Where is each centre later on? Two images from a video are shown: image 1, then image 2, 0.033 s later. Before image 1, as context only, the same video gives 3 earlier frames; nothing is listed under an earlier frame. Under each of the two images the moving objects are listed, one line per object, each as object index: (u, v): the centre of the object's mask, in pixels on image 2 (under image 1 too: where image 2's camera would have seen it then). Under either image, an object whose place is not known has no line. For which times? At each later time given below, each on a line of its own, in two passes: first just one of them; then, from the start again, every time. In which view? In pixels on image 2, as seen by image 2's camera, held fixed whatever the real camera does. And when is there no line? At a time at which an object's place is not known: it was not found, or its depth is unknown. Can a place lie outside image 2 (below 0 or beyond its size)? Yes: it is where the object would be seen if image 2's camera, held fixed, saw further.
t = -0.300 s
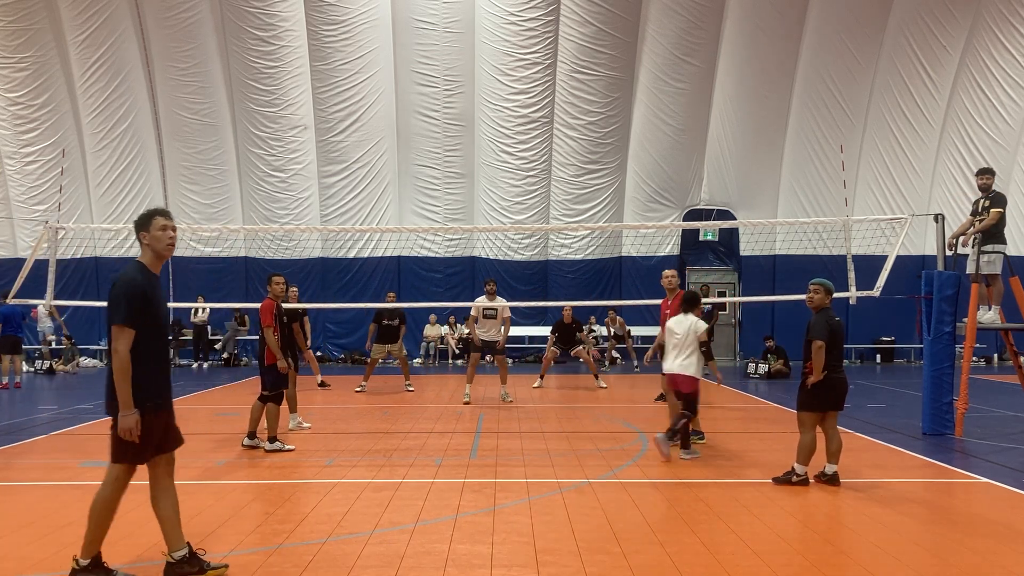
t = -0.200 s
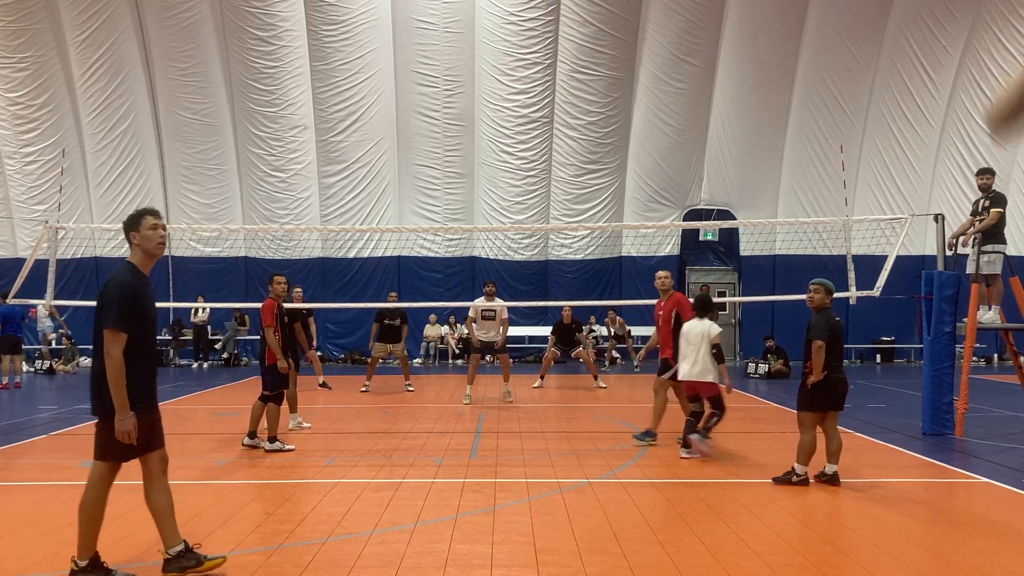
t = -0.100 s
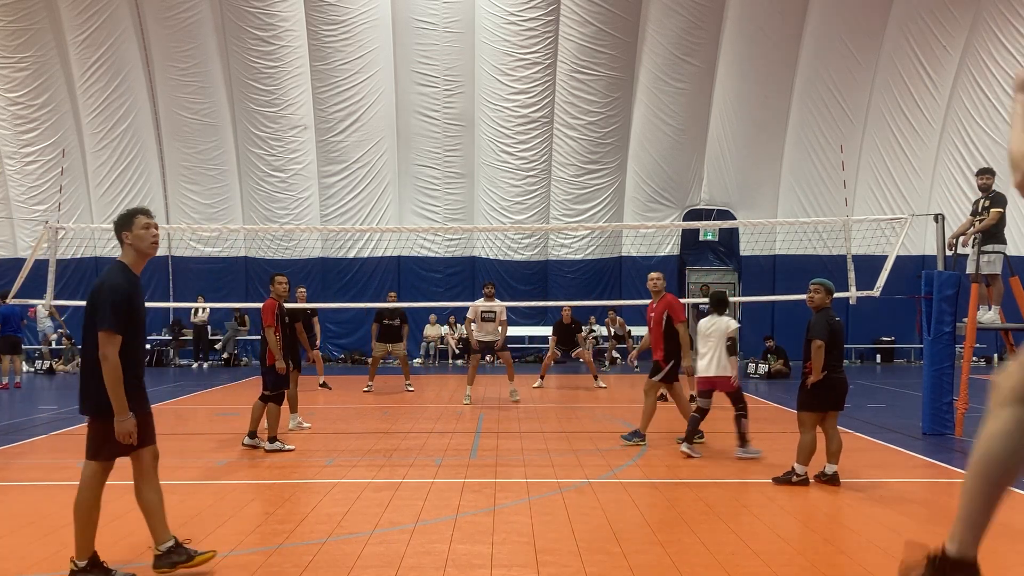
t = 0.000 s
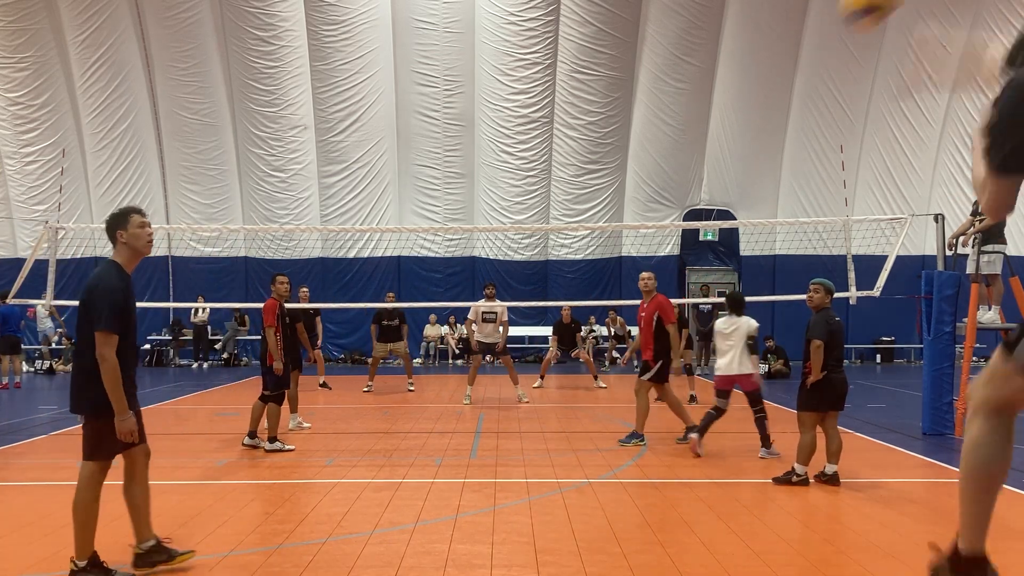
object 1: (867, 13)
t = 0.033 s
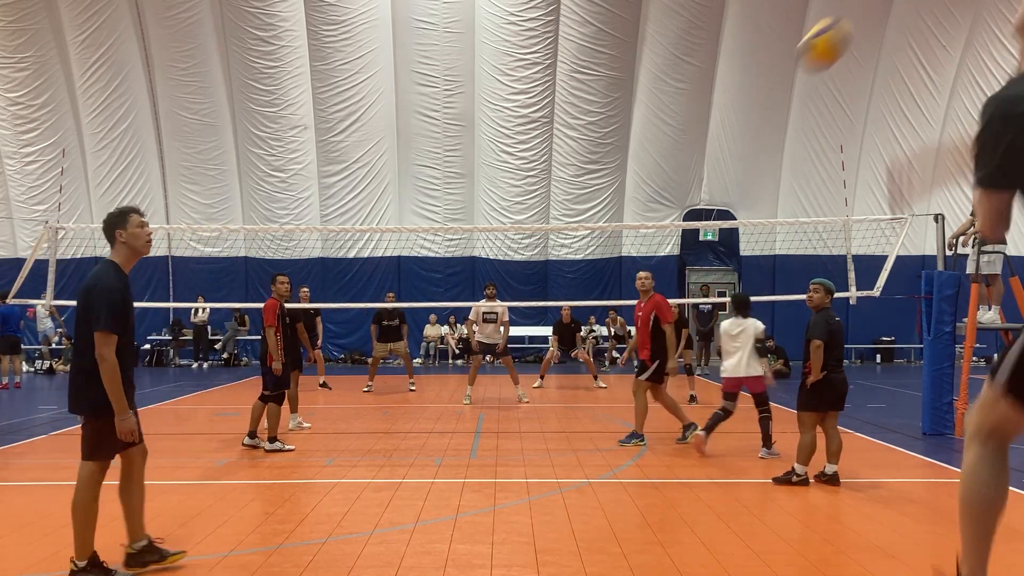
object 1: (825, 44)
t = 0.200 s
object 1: (702, 194)
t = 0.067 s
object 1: (787, 84)
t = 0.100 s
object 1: (758, 116)
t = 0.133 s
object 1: (736, 146)
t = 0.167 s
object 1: (718, 171)
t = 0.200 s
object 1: (702, 194)
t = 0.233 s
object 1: (689, 217)
